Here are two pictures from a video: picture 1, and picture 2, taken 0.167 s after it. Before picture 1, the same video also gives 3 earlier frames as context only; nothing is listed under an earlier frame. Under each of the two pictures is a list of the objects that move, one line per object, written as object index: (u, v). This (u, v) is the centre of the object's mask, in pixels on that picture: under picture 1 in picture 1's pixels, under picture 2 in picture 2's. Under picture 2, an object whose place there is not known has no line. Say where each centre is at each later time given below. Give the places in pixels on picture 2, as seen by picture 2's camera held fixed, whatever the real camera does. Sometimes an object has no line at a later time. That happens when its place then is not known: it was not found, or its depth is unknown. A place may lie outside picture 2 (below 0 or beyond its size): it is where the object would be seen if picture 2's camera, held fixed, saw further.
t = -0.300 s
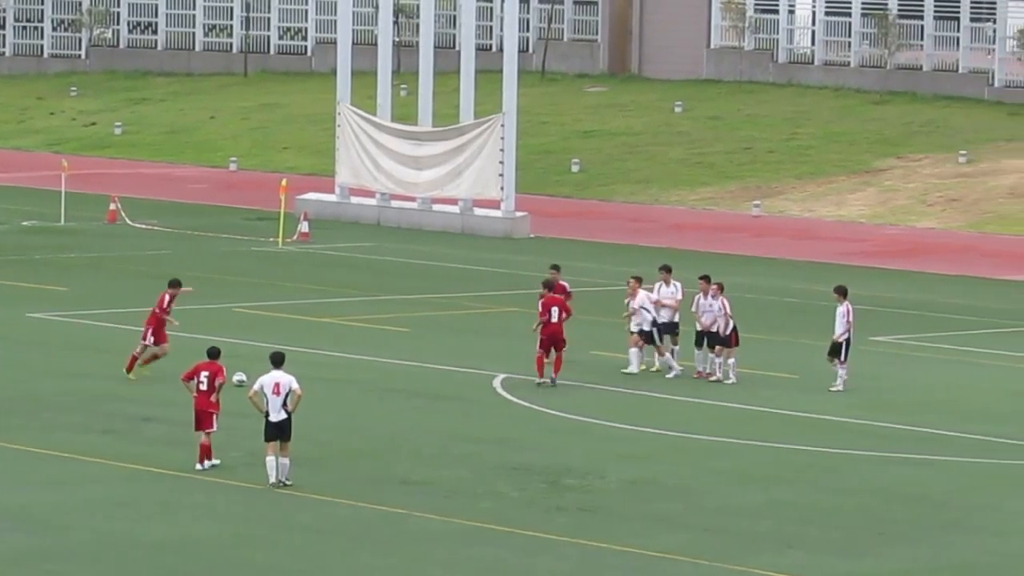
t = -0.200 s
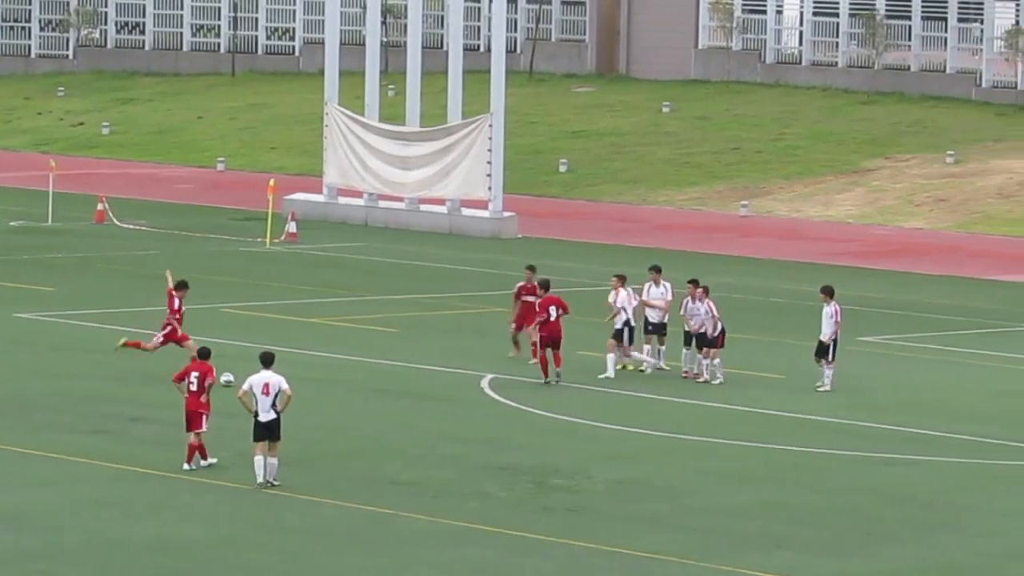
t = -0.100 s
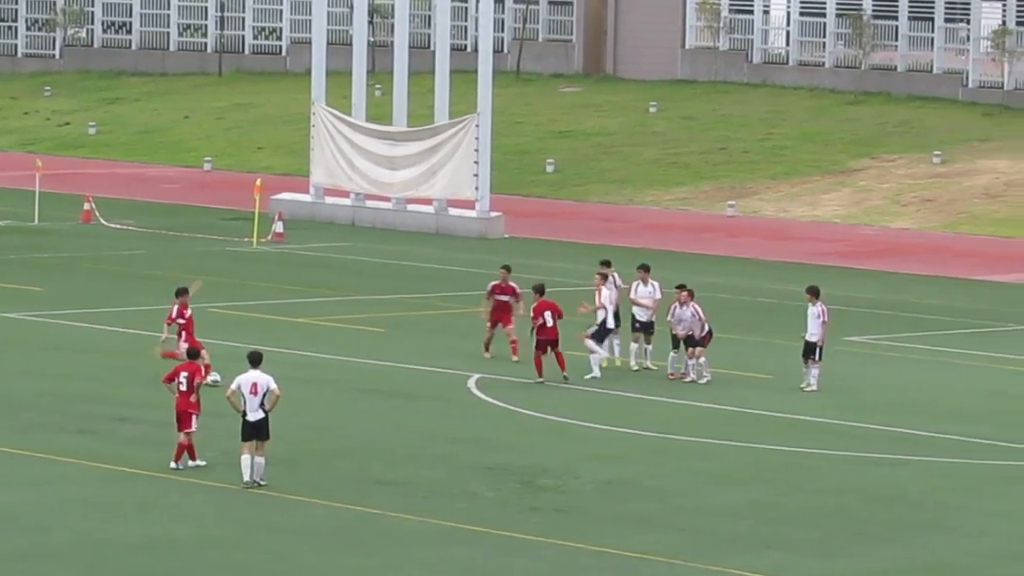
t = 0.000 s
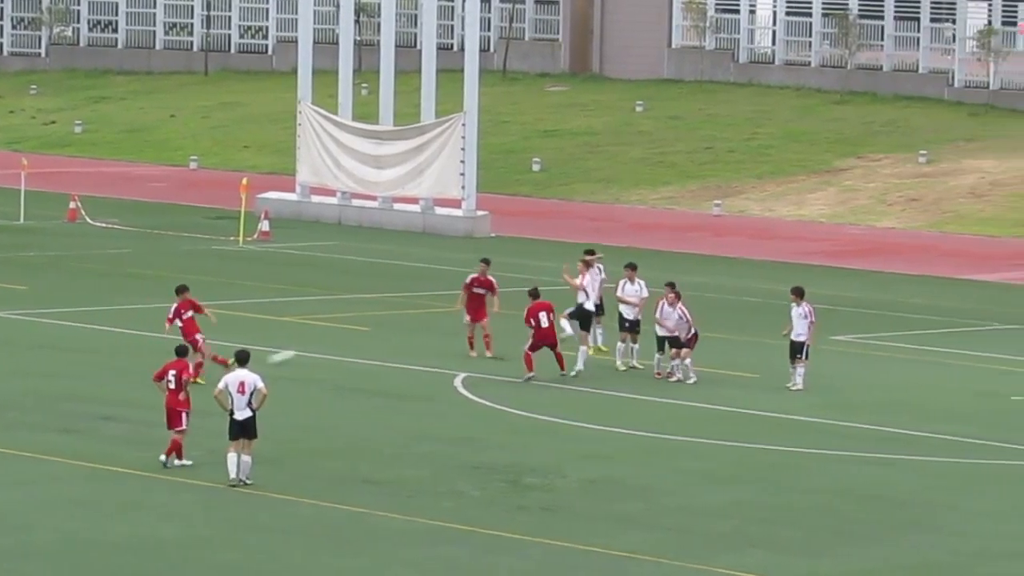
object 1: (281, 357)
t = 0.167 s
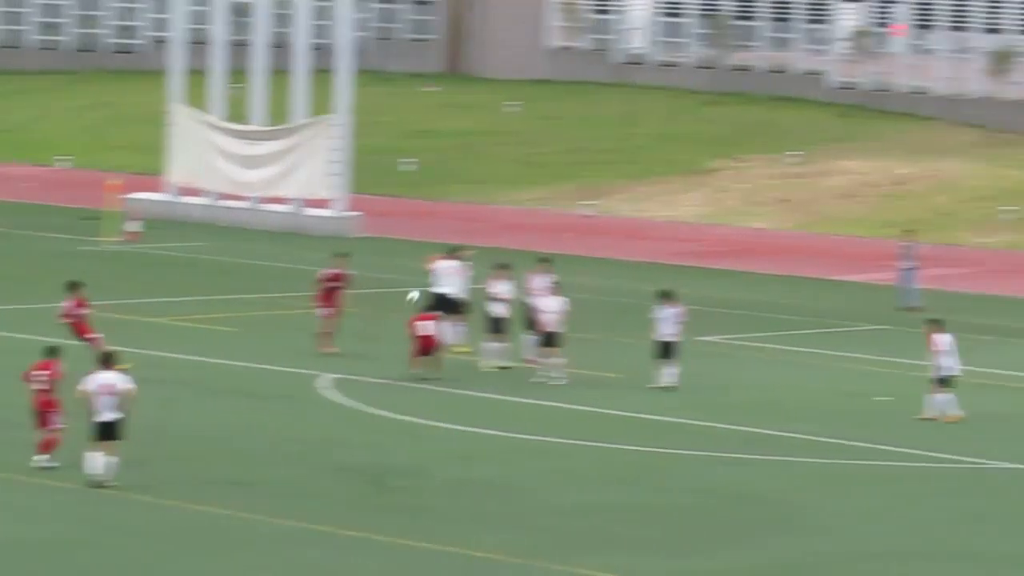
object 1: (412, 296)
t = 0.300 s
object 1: (601, 259)
